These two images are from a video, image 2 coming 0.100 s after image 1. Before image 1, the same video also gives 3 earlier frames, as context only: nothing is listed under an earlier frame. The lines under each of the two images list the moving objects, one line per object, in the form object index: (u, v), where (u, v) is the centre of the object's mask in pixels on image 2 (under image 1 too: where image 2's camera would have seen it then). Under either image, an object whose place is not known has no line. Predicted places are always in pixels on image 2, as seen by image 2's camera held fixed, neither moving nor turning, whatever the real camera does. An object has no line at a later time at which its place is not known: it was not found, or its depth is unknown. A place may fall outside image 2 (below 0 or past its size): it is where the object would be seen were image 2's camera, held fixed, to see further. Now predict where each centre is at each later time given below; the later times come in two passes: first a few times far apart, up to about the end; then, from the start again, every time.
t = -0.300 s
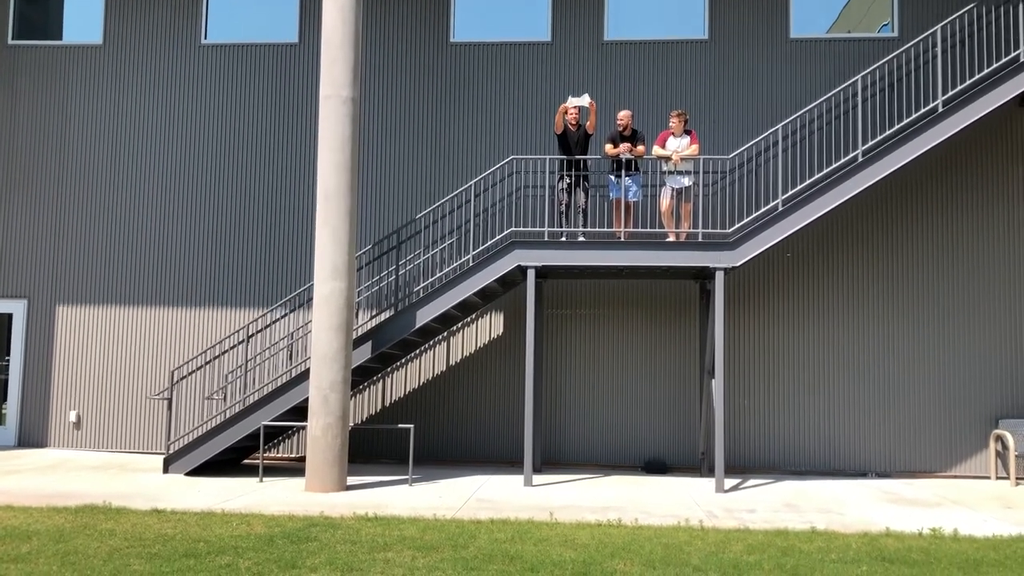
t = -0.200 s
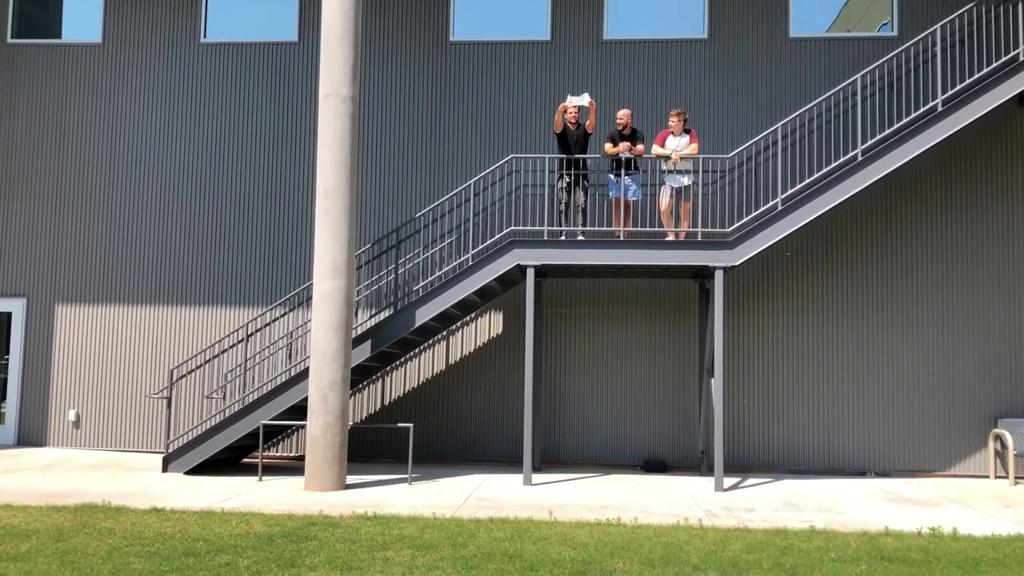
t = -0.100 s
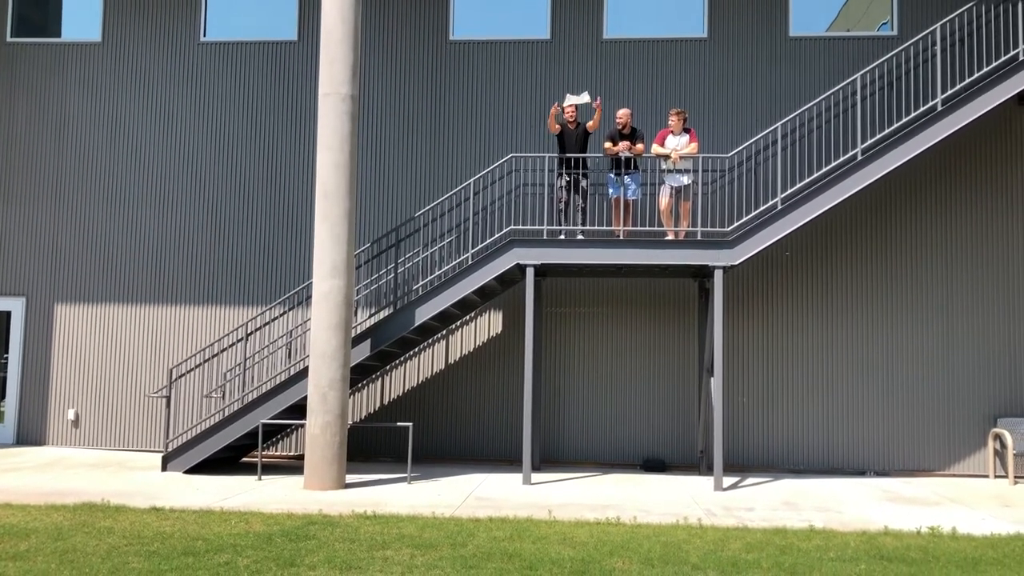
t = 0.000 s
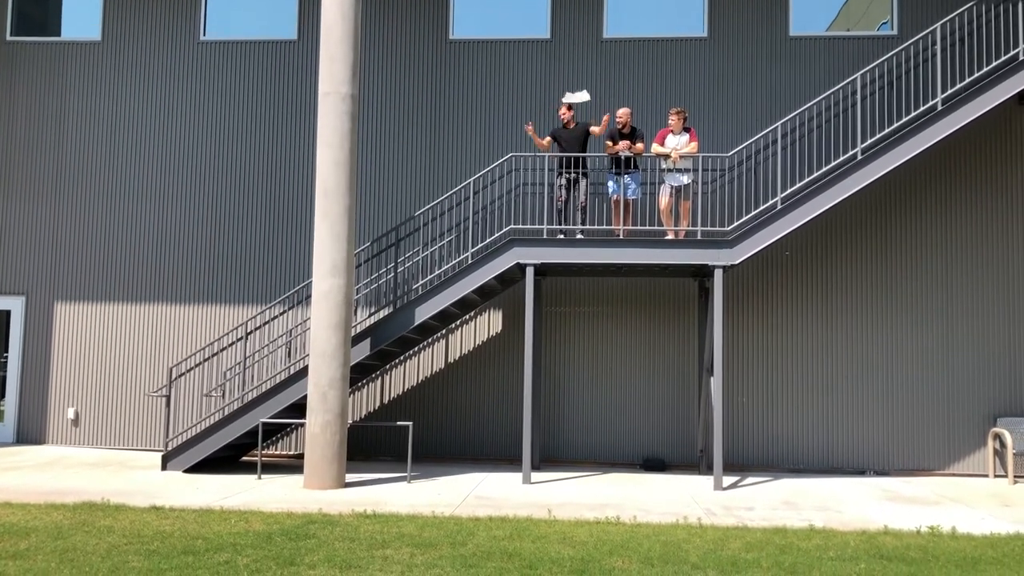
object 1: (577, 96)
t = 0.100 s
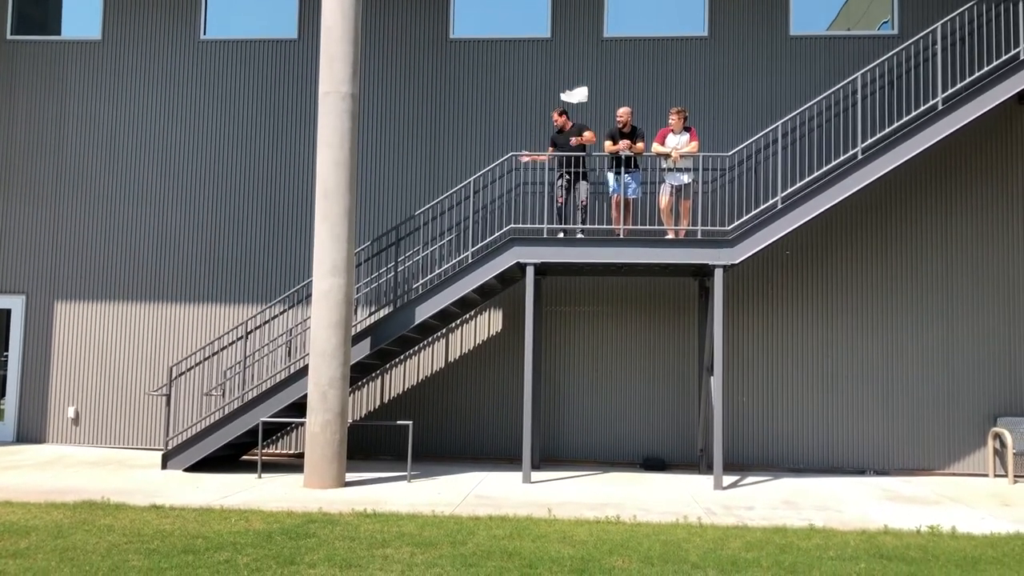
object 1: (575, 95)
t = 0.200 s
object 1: (572, 96)
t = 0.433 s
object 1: (559, 93)
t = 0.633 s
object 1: (546, 91)
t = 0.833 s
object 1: (541, 94)
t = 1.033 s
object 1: (542, 89)
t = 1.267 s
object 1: (540, 90)
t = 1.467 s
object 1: (540, 100)
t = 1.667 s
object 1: (535, 111)
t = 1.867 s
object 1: (526, 114)
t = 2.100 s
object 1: (520, 116)
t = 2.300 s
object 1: (515, 125)
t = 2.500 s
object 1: (508, 137)
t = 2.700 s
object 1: (495, 139)
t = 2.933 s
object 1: (481, 142)
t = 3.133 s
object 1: (466, 143)
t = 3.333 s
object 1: (455, 147)
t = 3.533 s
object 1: (451, 161)
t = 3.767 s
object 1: (454, 173)
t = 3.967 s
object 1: (461, 181)
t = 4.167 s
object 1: (470, 182)
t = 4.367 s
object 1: (469, 192)
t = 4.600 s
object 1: (476, 202)
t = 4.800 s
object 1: (477, 205)
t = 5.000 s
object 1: (478, 204)
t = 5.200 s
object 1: (478, 204)
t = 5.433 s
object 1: (478, 205)
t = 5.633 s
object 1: (478, 205)
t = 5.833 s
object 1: (478, 205)
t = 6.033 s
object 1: (478, 205)
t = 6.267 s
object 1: (480, 205)
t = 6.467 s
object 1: (483, 204)
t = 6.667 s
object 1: (485, 203)
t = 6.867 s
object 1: (490, 205)
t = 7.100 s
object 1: (499, 203)
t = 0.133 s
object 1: (574, 95)
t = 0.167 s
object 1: (573, 95)
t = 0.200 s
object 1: (572, 96)
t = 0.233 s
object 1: (570, 97)
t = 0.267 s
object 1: (569, 98)
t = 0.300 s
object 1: (567, 99)
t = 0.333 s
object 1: (565, 100)
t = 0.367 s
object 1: (563, 97)
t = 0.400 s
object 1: (561, 95)
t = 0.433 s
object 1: (559, 93)
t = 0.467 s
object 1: (556, 92)
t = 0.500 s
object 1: (554, 91)
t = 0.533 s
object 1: (552, 91)
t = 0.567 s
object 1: (550, 91)
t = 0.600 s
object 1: (548, 91)
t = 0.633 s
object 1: (546, 91)
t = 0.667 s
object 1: (544, 91)
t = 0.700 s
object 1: (543, 92)
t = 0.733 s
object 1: (541, 92)
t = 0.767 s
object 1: (540, 93)
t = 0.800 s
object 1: (541, 94)
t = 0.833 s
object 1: (541, 94)
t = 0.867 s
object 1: (542, 93)
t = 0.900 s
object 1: (542, 92)
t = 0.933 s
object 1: (542, 92)
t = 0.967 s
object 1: (542, 91)
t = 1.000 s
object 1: (542, 90)
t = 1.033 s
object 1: (542, 89)
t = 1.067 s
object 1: (542, 88)
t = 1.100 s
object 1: (542, 87)
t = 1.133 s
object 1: (542, 87)
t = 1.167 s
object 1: (542, 87)
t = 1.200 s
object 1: (542, 87)
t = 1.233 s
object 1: (541, 89)
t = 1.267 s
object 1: (540, 90)
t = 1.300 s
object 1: (540, 91)
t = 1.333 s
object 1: (540, 93)
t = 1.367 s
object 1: (540, 94)
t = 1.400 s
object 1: (540, 96)
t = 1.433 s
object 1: (540, 98)
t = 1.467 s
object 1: (540, 100)
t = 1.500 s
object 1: (539, 102)
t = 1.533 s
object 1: (539, 104)
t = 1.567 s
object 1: (538, 106)
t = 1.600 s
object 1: (537, 108)
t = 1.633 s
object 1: (536, 109)
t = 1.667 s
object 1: (535, 111)
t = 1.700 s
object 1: (534, 113)
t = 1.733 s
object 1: (533, 114)
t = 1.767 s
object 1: (531, 115)
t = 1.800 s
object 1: (529, 115)
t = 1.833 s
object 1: (527, 114)
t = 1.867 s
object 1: (526, 114)
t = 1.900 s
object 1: (525, 113)
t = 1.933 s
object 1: (524, 113)
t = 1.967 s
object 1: (523, 113)
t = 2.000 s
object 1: (522, 113)
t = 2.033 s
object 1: (521, 114)
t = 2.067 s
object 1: (521, 115)
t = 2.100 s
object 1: (520, 116)
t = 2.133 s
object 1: (519, 118)
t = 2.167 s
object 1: (518, 119)
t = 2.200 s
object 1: (517, 120)
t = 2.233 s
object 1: (516, 122)
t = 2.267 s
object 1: (516, 123)
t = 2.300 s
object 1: (515, 125)
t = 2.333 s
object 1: (514, 127)
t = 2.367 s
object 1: (513, 129)
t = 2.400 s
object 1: (512, 132)
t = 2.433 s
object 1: (511, 134)
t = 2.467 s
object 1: (509, 136)
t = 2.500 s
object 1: (508, 137)
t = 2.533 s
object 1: (506, 138)
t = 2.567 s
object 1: (504, 139)
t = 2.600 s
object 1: (502, 139)
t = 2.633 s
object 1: (500, 139)
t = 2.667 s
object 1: (498, 139)
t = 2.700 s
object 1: (495, 139)
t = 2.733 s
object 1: (493, 139)
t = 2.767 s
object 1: (491, 139)
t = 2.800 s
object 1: (488, 140)
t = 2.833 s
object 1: (486, 140)
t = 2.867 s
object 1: (484, 141)
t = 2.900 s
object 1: (483, 141)
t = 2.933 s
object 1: (481, 142)
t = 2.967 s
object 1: (478, 143)
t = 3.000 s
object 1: (475, 143)
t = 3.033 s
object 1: (472, 143)
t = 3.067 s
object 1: (470, 143)
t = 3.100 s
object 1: (468, 143)
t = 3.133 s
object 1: (466, 143)
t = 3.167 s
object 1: (463, 143)
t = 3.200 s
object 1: (461, 143)
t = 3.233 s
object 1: (460, 143)
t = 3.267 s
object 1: (458, 144)
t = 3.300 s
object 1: (456, 146)
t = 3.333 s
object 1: (455, 147)
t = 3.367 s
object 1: (454, 149)
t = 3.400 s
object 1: (453, 151)
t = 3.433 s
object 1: (452, 153)
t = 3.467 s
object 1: (451, 155)
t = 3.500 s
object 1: (451, 158)
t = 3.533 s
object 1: (451, 161)
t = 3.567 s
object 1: (451, 163)
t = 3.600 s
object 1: (452, 165)
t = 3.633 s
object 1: (452, 167)
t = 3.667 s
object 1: (452, 169)
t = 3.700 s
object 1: (453, 170)
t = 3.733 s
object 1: (454, 172)
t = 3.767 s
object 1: (454, 173)
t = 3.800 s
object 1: (454, 175)
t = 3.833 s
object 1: (455, 177)
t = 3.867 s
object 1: (457, 178)
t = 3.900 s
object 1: (458, 180)
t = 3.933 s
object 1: (460, 181)
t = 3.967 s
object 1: (461, 181)
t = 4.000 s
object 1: (463, 181)
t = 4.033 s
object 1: (465, 181)
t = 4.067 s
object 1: (467, 181)
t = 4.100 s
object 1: (469, 181)
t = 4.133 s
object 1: (470, 181)
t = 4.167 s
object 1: (470, 182)
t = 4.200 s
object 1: (470, 183)
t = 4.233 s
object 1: (470, 185)
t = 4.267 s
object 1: (470, 187)
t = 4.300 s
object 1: (470, 190)
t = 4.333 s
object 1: (470, 191)
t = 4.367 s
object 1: (469, 192)
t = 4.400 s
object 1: (469, 194)
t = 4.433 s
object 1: (469, 197)
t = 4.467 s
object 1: (470, 199)
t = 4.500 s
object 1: (472, 200)
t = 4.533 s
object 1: (473, 201)
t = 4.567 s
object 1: (474, 201)
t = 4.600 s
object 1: (476, 202)
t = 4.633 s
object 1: (477, 204)
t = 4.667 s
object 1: (478, 205)
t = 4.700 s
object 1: (479, 207)
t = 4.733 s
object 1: (479, 207)
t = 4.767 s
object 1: (477, 206)
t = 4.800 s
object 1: (477, 205)
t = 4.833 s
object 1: (477, 205)
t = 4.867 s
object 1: (478, 204)
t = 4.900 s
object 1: (477, 204)
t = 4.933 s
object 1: (478, 204)
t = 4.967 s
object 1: (478, 204)
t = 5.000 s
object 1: (478, 204)
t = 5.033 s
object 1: (478, 204)
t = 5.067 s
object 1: (478, 204)
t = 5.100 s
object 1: (478, 204)
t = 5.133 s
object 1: (478, 205)
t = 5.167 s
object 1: (478, 204)
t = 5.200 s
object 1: (478, 204)
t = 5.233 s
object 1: (478, 205)
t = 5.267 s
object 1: (478, 204)
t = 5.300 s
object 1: (478, 204)
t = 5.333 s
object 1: (478, 204)
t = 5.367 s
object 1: (478, 205)
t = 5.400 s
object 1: (478, 204)
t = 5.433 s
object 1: (478, 205)
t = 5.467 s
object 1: (479, 204)
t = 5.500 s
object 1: (478, 205)
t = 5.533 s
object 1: (478, 205)
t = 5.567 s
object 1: (478, 205)
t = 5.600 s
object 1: (478, 205)
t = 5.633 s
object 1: (478, 205)
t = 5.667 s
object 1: (478, 205)
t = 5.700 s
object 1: (478, 205)
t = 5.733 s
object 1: (478, 205)
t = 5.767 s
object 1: (478, 205)
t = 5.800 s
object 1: (478, 205)
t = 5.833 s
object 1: (478, 205)
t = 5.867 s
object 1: (478, 204)
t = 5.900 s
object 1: (478, 204)
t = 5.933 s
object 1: (478, 204)
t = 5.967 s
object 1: (477, 204)
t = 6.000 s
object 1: (478, 205)
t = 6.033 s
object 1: (478, 205)
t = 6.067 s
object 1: (477, 205)
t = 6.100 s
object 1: (477, 205)
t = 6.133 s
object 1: (477, 205)
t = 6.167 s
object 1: (478, 205)
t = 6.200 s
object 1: (478, 205)
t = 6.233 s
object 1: (479, 205)
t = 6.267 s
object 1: (480, 205)
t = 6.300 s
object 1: (480, 205)
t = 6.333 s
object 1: (481, 204)
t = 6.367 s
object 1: (482, 204)
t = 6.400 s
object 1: (482, 203)
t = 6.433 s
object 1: (483, 204)
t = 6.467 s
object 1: (483, 204)
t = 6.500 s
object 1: (484, 204)
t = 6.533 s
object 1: (484, 204)
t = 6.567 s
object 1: (484, 204)
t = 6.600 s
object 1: (484, 203)
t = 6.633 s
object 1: (485, 203)
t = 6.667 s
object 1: (485, 203)
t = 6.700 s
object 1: (486, 203)
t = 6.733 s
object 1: (486, 204)
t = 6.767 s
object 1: (487, 205)
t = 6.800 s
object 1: (488, 205)
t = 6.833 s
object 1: (489, 205)
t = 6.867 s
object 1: (490, 205)
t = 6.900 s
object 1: (491, 204)
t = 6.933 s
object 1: (492, 204)
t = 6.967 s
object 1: (493, 204)
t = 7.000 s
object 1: (494, 204)
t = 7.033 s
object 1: (495, 205)
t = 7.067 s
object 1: (497, 204)
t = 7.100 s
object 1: (499, 203)
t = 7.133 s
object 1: (502, 202)
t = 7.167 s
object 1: (504, 202)
